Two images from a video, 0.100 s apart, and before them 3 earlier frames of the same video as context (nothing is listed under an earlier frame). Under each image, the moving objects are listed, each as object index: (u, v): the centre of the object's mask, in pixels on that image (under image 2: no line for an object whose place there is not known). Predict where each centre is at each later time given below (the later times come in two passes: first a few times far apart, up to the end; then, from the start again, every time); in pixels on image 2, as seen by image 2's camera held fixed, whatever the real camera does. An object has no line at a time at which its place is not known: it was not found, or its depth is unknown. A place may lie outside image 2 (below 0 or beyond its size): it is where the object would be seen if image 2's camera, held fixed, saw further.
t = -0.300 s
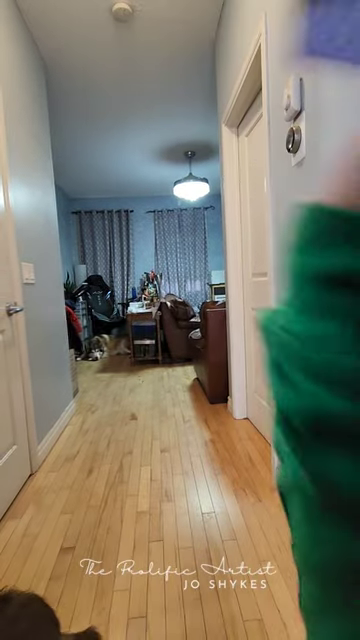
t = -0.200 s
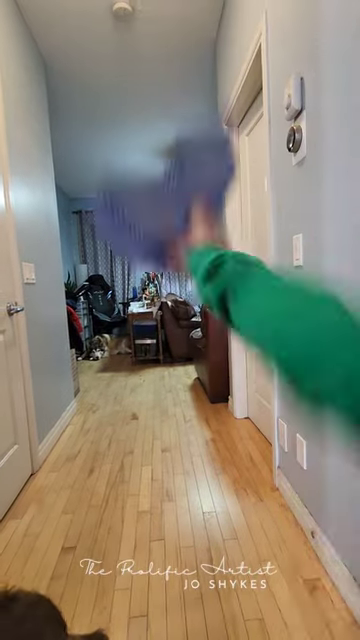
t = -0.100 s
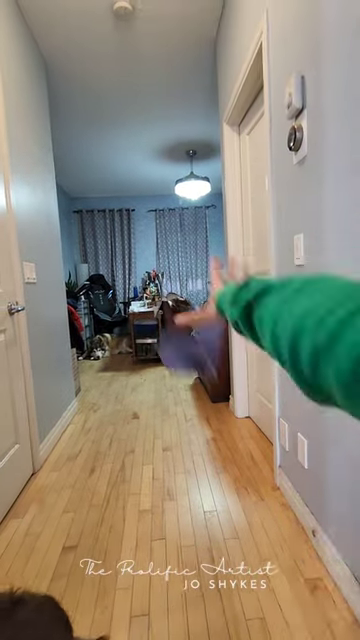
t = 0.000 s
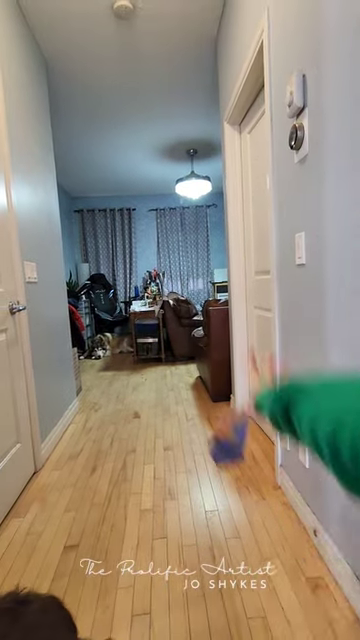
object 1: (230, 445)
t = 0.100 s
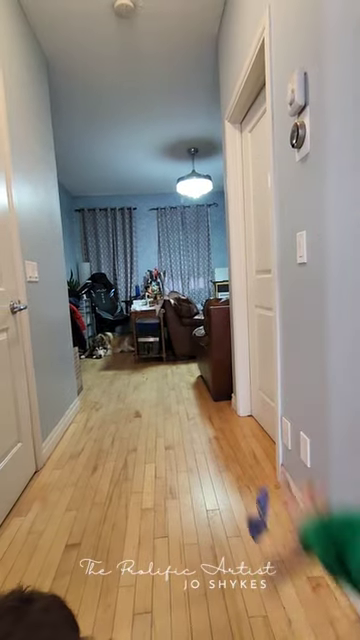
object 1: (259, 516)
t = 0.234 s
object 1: (271, 529)
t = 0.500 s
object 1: (280, 514)
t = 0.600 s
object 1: (280, 514)
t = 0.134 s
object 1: (266, 540)
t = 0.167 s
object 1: (267, 543)
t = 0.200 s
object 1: (270, 536)
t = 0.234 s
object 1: (271, 529)
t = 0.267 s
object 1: (273, 525)
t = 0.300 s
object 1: (274, 522)
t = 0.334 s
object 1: (276, 521)
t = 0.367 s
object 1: (278, 520)
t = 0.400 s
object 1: (278, 518)
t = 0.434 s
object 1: (279, 516)
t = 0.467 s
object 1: (280, 515)
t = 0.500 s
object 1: (280, 514)
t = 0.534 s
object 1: (280, 515)
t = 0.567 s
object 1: (279, 514)
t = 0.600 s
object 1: (280, 514)
